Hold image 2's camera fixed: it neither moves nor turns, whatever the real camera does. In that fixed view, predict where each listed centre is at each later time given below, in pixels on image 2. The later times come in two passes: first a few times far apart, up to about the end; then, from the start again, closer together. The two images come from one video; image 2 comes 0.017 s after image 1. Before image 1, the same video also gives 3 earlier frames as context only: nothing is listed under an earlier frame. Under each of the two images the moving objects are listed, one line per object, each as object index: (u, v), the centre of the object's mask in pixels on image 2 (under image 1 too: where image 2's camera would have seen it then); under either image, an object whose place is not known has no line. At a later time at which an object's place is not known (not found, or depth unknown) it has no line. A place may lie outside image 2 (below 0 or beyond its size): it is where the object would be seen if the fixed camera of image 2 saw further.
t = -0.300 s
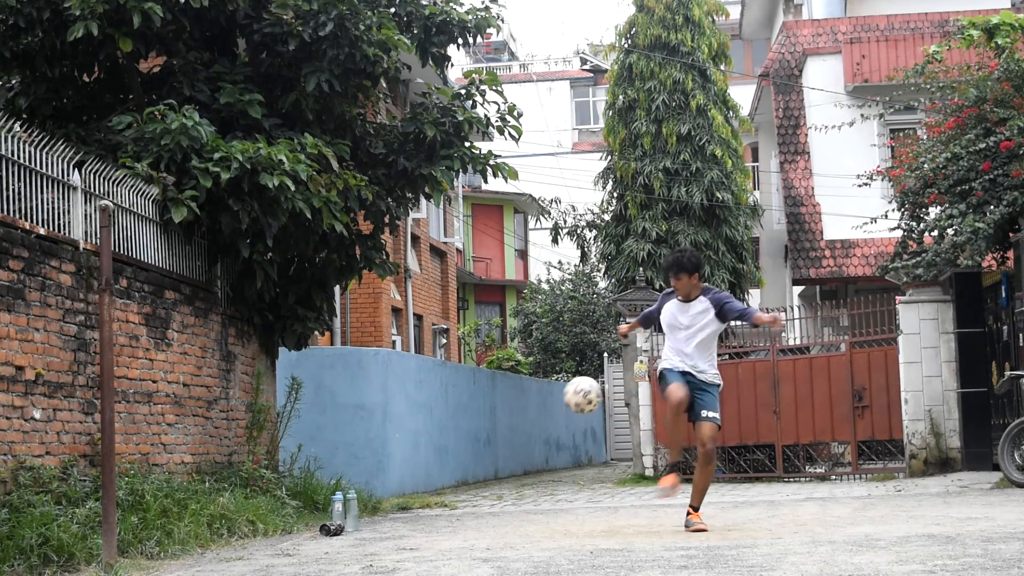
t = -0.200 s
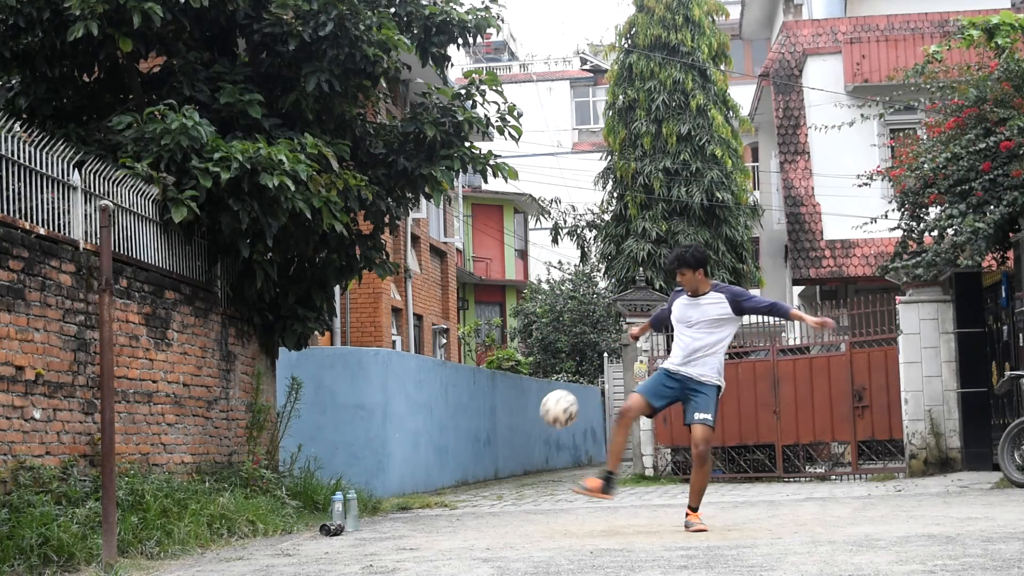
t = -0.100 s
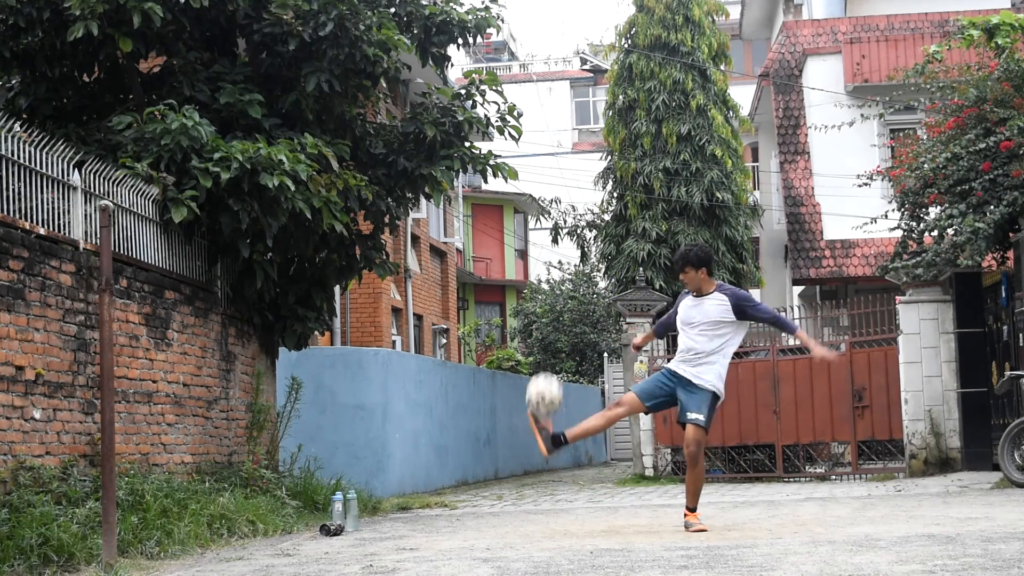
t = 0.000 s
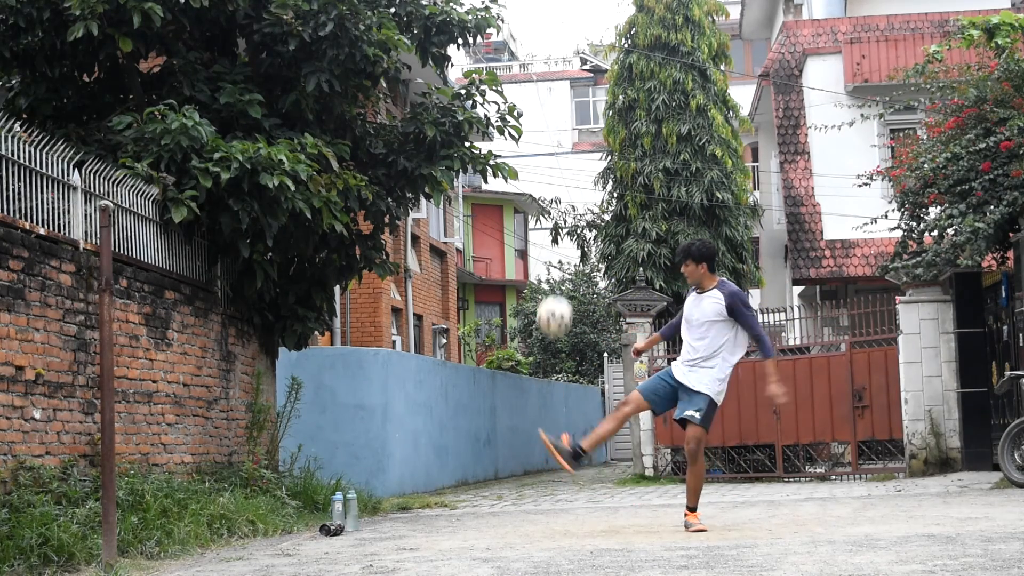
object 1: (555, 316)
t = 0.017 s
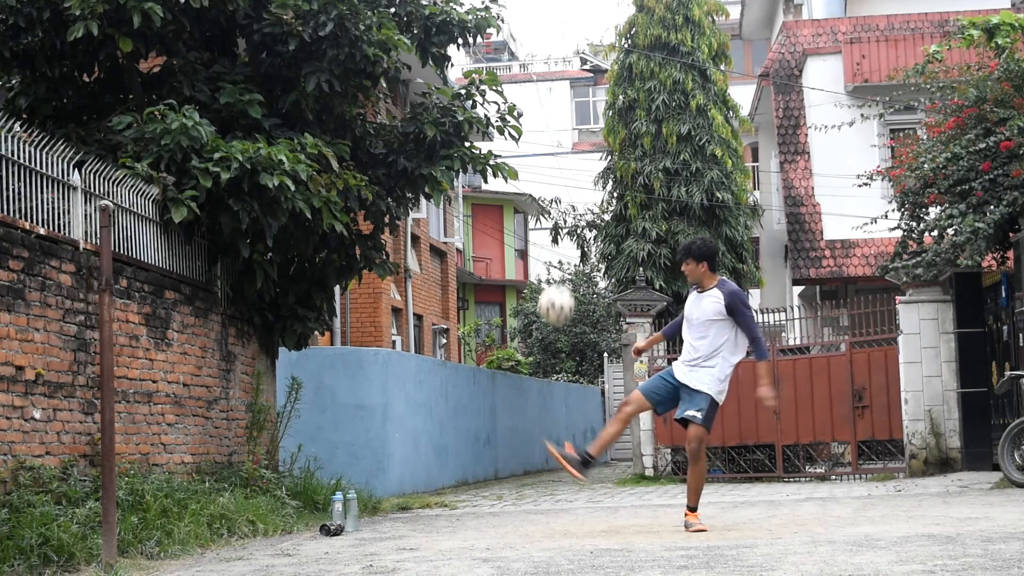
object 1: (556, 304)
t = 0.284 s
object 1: (586, 188)
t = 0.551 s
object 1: (618, 182)
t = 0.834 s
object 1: (657, 299)
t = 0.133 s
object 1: (569, 238)
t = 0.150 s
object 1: (570, 230)
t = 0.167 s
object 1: (572, 223)
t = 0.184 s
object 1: (574, 217)
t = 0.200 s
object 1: (576, 214)
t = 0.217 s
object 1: (579, 207)
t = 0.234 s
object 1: (580, 201)
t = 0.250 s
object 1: (582, 196)
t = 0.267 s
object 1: (584, 191)
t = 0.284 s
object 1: (586, 188)
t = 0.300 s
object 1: (588, 184)
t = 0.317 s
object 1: (590, 181)
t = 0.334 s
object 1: (592, 177)
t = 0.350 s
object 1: (594, 175)
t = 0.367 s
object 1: (596, 172)
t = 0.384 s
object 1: (598, 172)
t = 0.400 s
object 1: (600, 171)
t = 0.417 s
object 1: (602, 171)
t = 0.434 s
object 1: (604, 170)
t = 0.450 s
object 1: (606, 171)
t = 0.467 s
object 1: (608, 172)
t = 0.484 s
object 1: (610, 173)
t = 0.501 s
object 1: (613, 175)
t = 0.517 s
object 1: (615, 177)
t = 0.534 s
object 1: (616, 179)
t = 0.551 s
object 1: (618, 182)
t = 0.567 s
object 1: (621, 185)
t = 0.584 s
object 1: (623, 190)
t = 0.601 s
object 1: (625, 194)
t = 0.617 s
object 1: (627, 199)
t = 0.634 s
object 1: (629, 204)
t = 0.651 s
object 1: (632, 209)
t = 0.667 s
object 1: (633, 215)
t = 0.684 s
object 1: (636, 221)
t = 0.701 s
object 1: (638, 228)
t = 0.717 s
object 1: (640, 236)
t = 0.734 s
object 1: (643, 244)
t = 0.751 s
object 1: (645, 252)
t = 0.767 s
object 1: (648, 261)
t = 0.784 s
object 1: (650, 270)
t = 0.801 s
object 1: (652, 279)
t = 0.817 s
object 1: (654, 289)
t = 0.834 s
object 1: (657, 299)
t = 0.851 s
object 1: (659, 311)
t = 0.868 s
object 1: (662, 320)
